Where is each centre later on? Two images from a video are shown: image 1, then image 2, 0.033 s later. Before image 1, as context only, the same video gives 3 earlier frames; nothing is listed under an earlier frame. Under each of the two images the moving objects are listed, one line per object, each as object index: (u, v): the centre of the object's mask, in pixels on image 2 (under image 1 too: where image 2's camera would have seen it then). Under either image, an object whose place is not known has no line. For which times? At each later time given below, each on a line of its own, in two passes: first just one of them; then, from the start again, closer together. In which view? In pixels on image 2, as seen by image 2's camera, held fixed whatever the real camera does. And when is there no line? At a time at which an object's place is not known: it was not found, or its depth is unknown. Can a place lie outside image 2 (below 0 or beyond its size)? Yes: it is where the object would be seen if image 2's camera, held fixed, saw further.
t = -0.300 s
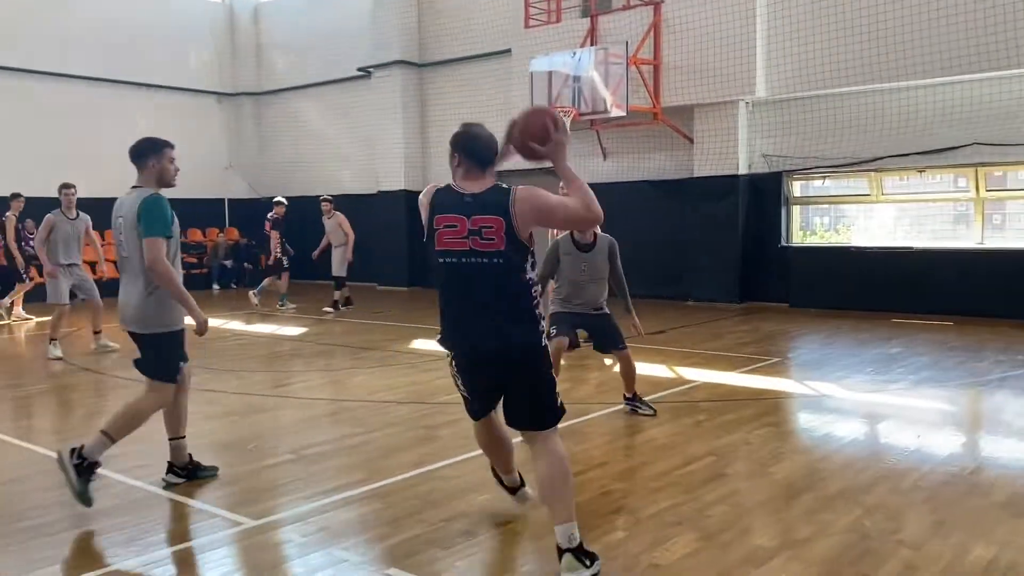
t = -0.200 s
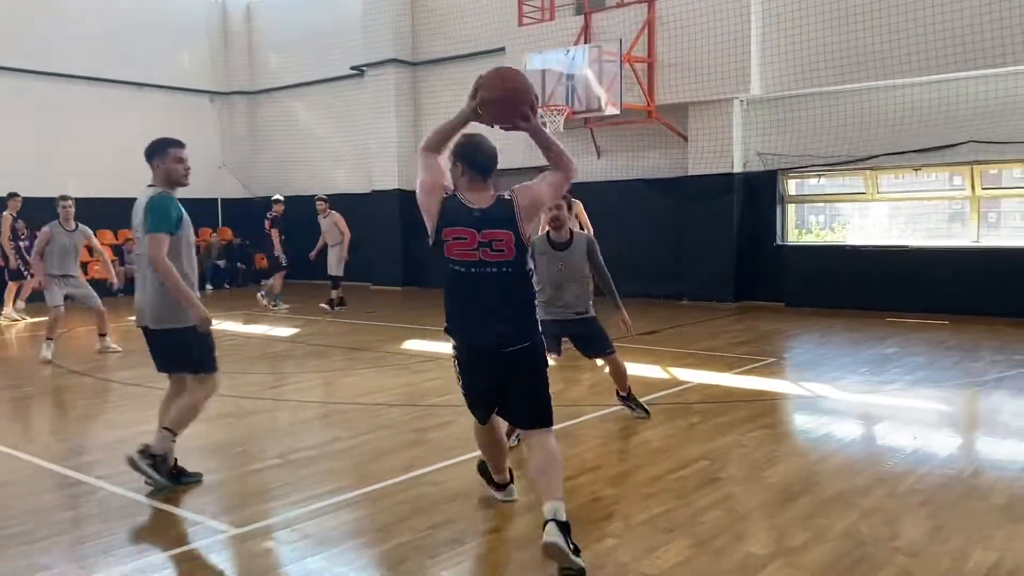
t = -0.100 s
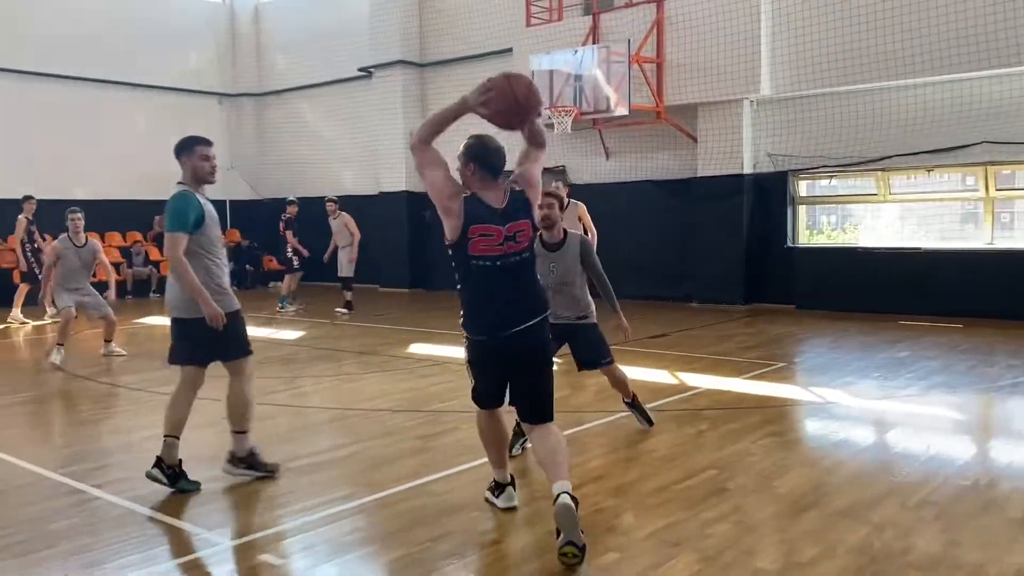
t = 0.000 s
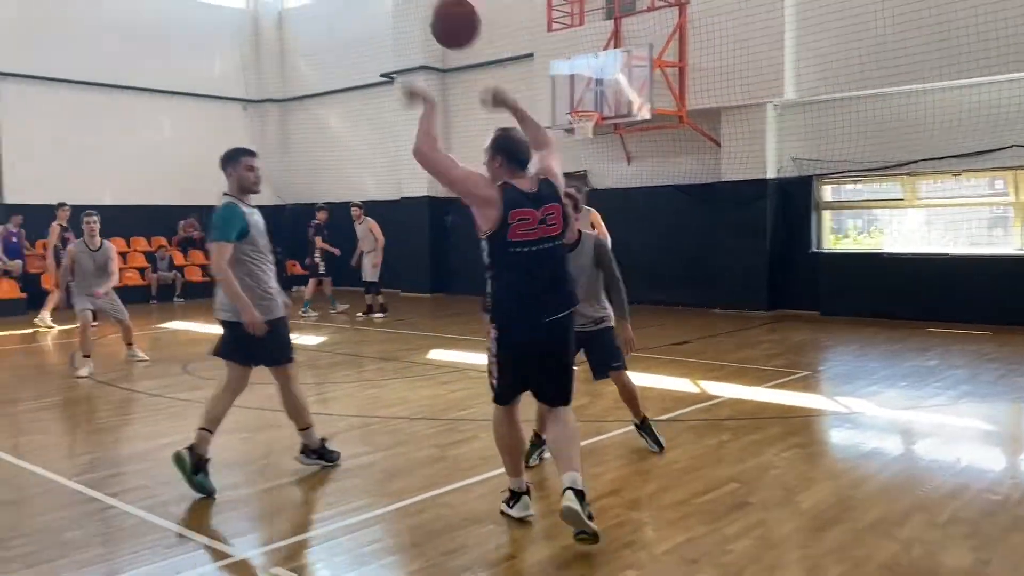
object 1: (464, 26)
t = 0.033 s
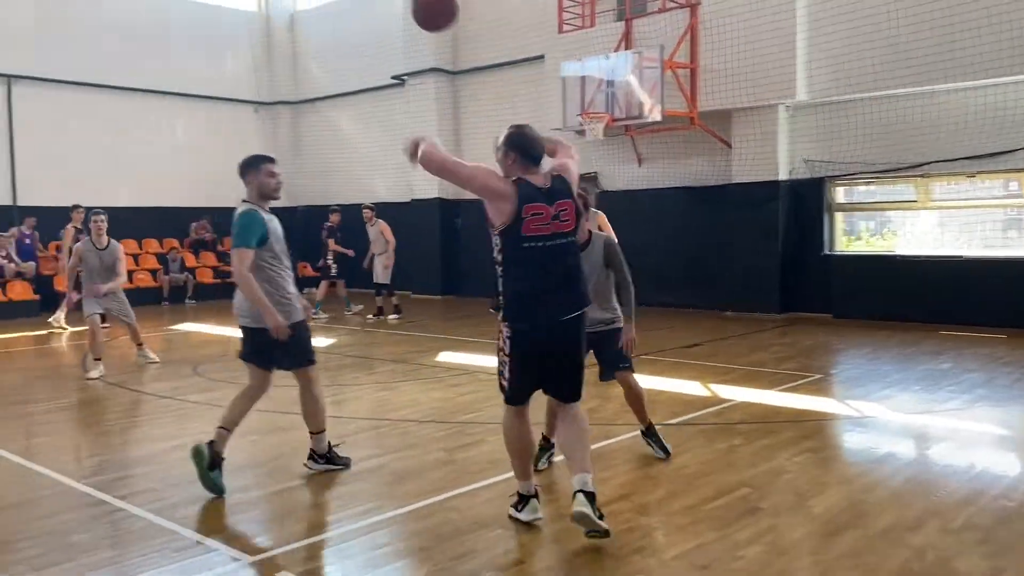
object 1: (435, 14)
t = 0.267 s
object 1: (300, -20)
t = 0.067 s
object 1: (408, 6)
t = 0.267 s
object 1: (300, -20)
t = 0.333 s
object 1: (272, -23)
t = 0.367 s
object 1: (265, -17)
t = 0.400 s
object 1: (254, -12)
